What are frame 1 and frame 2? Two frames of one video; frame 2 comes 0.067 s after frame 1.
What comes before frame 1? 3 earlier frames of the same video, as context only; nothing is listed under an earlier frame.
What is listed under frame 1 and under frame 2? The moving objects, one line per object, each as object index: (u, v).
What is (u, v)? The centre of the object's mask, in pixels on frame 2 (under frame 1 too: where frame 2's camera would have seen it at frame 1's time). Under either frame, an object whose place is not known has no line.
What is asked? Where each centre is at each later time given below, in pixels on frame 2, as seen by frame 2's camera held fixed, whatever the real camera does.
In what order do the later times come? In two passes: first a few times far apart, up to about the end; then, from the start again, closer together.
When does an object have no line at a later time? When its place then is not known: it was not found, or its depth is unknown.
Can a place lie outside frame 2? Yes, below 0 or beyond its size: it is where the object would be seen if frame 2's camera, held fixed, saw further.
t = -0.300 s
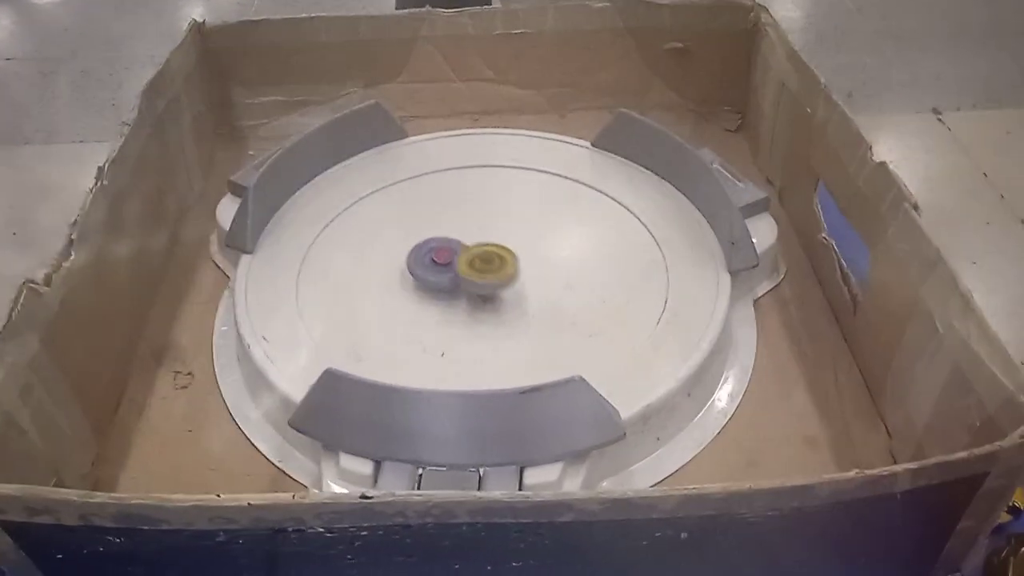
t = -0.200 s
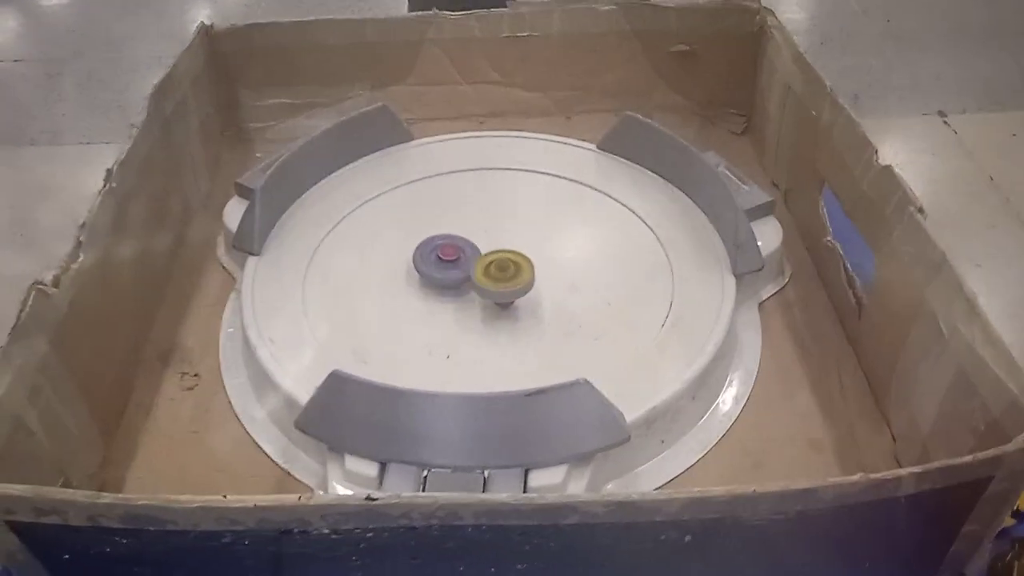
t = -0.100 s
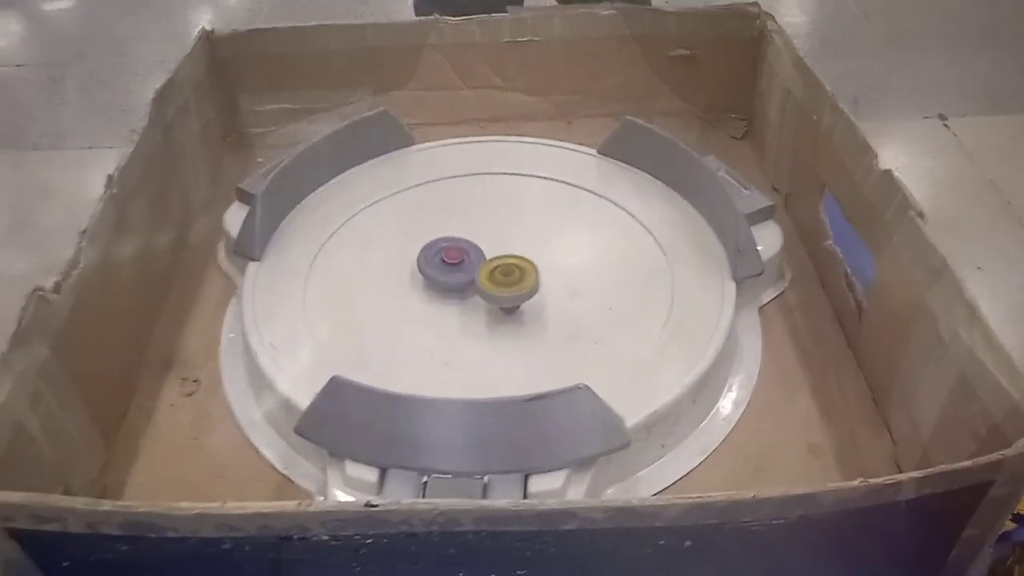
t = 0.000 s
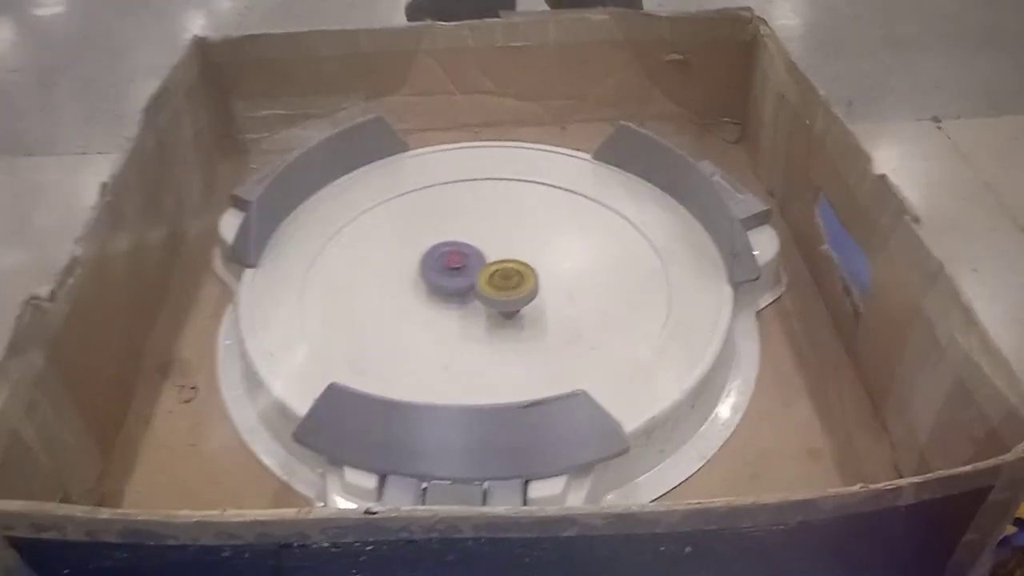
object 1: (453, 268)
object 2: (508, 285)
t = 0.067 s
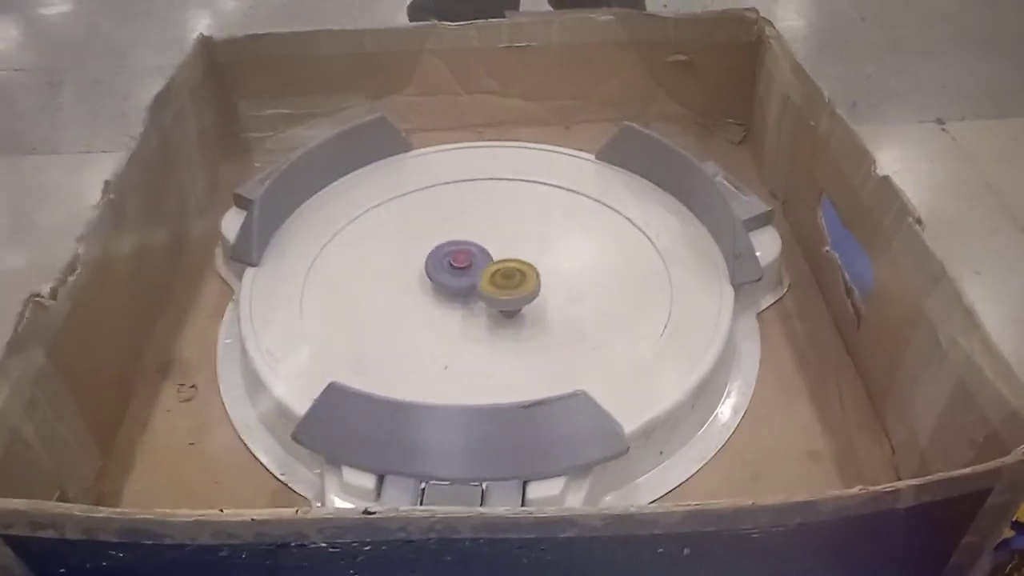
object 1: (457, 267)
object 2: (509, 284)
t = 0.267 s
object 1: (469, 260)
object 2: (502, 283)
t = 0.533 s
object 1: (503, 256)
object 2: (482, 288)
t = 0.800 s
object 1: (518, 264)
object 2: (475, 289)
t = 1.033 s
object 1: (531, 276)
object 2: (476, 284)
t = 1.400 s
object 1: (542, 293)
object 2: (484, 273)
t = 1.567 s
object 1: (545, 297)
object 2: (478, 271)
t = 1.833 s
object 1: (534, 307)
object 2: (483, 279)
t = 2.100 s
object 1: (519, 319)
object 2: (479, 279)
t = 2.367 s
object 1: (504, 329)
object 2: (479, 275)
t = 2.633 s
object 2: (484, 275)
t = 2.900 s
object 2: (490, 277)
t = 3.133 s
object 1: (451, 318)
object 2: (493, 282)
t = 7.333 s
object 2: (490, 279)
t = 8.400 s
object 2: (484, 283)
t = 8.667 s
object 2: (484, 281)
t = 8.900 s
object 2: (484, 281)
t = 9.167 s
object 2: (485, 282)
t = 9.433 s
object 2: (486, 280)
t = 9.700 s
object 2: (486, 280)
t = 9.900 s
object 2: (480, 278)
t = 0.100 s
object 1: (458, 266)
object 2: (508, 284)
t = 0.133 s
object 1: (460, 267)
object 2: (507, 284)
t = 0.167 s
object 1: (462, 264)
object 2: (507, 283)
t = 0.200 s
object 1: (464, 264)
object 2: (505, 283)
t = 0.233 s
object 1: (467, 262)
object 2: (504, 283)
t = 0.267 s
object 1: (469, 260)
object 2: (502, 283)
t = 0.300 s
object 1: (472, 259)
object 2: (500, 283)
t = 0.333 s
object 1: (475, 259)
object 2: (499, 283)
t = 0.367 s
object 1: (479, 256)
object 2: (496, 283)
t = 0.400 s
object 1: (484, 255)
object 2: (494, 283)
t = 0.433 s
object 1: (491, 253)
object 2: (492, 283)
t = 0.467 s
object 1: (497, 253)
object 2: (488, 286)
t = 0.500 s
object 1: (500, 254)
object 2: (484, 287)
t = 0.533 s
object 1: (503, 256)
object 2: (482, 288)
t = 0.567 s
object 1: (505, 257)
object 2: (479, 289)
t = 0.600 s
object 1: (507, 258)
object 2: (478, 289)
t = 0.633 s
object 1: (509, 260)
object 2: (477, 290)
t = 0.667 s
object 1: (511, 260)
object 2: (476, 290)
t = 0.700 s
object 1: (513, 261)
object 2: (476, 290)
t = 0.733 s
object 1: (514, 262)
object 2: (475, 290)
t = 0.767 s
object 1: (516, 263)
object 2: (475, 289)
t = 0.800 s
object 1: (518, 264)
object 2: (475, 289)
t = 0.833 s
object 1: (520, 266)
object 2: (474, 289)
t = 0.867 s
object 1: (522, 266)
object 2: (475, 288)
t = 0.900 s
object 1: (524, 268)
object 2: (475, 288)
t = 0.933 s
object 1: (525, 271)
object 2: (475, 287)
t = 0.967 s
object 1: (527, 273)
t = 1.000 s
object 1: (529, 274)
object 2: (476, 285)
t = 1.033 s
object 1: (531, 276)
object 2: (476, 284)
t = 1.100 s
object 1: (533, 280)
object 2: (477, 282)
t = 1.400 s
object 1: (542, 293)
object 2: (484, 273)
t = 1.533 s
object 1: (545, 296)
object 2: (478, 271)
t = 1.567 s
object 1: (545, 297)
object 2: (478, 271)
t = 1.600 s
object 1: (544, 298)
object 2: (478, 271)
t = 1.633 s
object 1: (544, 299)
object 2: (479, 273)
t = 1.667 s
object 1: (543, 300)
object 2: (479, 274)
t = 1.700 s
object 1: (541, 301)
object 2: (480, 275)
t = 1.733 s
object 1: (540, 302)
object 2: (481, 276)
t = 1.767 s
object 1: (538, 304)
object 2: (481, 277)
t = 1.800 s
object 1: (536, 305)
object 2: (482, 277)
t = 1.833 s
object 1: (534, 307)
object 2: (483, 279)
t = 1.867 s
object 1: (532, 309)
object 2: (483, 279)
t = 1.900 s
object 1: (529, 311)
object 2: (483, 280)
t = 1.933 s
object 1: (529, 312)
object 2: (480, 279)
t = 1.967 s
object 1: (528, 314)
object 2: (479, 279)
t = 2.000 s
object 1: (524, 315)
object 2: (478, 279)
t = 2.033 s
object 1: (522, 317)
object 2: (478, 279)
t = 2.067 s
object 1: (520, 318)
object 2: (478, 279)
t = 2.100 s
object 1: (519, 319)
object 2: (479, 279)
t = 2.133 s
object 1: (518, 321)
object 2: (480, 280)
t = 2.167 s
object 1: (515, 322)
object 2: (481, 280)
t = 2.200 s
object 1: (513, 324)
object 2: (481, 281)
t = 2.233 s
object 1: (512, 326)
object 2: (480, 280)
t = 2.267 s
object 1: (510, 327)
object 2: (480, 278)
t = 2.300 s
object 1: (509, 327)
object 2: (479, 277)
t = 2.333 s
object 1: (506, 329)
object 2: (479, 276)
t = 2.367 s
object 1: (504, 329)
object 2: (479, 275)
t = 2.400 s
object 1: (502, 330)
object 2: (480, 275)
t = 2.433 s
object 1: (500, 331)
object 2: (480, 275)
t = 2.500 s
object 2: (481, 274)
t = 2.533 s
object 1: (493, 332)
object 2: (481, 274)
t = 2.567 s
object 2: (482, 274)
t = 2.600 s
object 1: (488, 332)
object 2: (483, 275)
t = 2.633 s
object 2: (484, 275)
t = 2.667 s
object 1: (483, 331)
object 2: (484, 275)
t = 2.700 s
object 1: (481, 330)
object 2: (485, 276)
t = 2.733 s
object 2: (486, 276)
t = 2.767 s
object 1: (476, 330)
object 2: (486, 276)
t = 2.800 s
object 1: (474, 328)
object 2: (487, 276)
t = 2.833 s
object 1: (471, 328)
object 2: (488, 277)
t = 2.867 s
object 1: (469, 327)
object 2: (489, 277)
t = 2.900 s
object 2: (490, 277)
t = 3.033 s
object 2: (492, 281)
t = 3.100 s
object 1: (453, 320)
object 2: (492, 282)
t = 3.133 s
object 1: (451, 318)
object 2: (493, 282)
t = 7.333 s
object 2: (490, 279)
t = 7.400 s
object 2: (491, 279)
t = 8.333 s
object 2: (484, 284)
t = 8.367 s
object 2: (484, 284)
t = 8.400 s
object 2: (484, 283)
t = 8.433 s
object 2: (484, 283)
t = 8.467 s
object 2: (484, 283)
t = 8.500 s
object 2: (484, 283)
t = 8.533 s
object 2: (484, 282)
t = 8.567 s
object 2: (484, 282)
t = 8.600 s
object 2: (484, 282)
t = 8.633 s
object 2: (484, 282)
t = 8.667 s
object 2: (484, 281)
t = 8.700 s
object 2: (484, 281)
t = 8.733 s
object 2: (485, 280)
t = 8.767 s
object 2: (485, 280)
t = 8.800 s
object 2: (485, 281)
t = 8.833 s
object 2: (484, 281)
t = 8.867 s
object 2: (485, 281)
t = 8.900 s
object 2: (484, 281)
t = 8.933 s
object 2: (483, 282)
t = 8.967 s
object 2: (483, 282)
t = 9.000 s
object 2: (484, 282)
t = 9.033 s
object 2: (484, 282)
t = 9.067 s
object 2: (484, 282)
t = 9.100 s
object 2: (484, 282)
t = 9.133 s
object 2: (484, 282)
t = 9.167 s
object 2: (485, 282)
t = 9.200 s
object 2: (485, 282)
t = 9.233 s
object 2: (485, 281)
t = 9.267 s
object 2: (485, 281)
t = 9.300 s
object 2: (485, 281)
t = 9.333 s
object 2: (485, 281)
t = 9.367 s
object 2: (485, 281)
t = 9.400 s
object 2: (486, 281)
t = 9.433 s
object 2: (486, 280)
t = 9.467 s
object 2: (486, 280)
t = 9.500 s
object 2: (486, 280)
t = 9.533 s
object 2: (485, 280)
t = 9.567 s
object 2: (485, 281)
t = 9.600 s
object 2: (485, 281)
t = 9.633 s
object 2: (486, 281)
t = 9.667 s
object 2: (485, 281)
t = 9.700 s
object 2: (486, 280)
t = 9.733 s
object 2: (486, 281)
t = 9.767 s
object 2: (484, 280)
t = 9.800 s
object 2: (481, 279)
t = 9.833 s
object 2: (481, 278)
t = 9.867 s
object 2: (480, 278)
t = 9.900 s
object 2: (480, 278)
